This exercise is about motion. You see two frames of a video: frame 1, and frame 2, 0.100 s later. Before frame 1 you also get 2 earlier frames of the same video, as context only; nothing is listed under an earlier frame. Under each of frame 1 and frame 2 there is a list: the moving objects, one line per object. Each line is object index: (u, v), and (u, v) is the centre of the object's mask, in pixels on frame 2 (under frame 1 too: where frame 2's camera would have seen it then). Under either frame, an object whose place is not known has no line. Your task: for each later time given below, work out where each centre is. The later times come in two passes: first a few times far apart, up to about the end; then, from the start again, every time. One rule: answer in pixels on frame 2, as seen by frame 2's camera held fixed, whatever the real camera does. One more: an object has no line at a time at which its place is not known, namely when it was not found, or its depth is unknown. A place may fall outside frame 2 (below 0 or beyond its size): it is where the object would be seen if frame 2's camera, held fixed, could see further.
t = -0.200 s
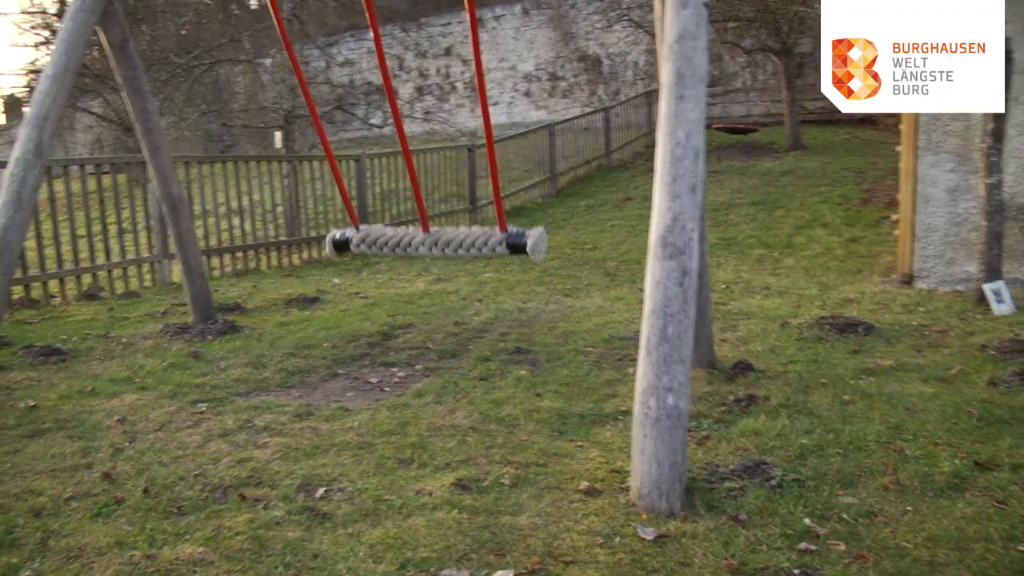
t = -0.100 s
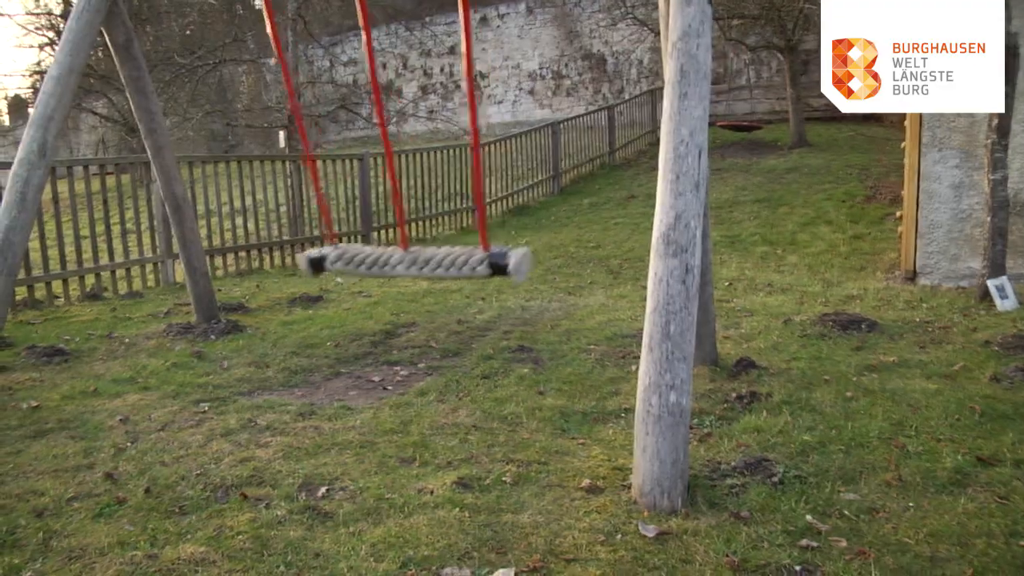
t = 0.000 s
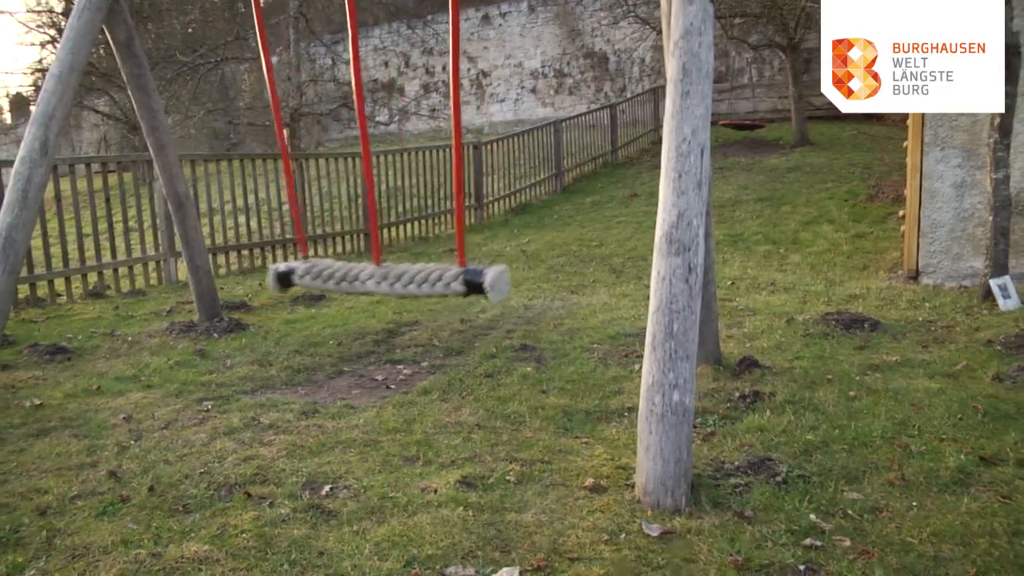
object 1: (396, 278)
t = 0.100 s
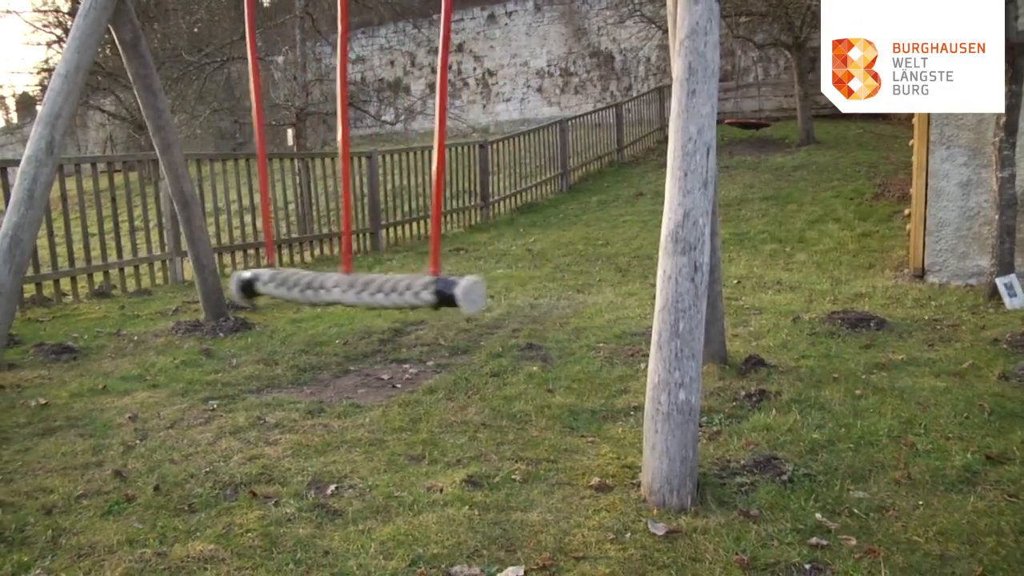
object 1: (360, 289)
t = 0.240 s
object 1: (300, 287)
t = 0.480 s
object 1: (193, 236)
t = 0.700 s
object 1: (135, 184)
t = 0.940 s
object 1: (137, 189)
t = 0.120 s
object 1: (351, 290)
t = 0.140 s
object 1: (342, 291)
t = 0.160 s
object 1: (333, 291)
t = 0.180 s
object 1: (326, 290)
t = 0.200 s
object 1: (317, 290)
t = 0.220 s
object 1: (309, 289)
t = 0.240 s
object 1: (300, 287)
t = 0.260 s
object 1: (291, 285)
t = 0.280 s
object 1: (281, 282)
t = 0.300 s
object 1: (273, 279)
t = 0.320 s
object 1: (263, 276)
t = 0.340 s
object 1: (255, 272)
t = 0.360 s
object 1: (247, 267)
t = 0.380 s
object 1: (238, 263)
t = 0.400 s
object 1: (228, 258)
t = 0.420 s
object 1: (218, 253)
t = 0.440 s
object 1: (209, 248)
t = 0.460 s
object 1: (201, 242)
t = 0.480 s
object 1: (193, 236)
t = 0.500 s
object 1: (186, 231)
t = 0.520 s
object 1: (179, 225)
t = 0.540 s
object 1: (173, 220)
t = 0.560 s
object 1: (166, 214)
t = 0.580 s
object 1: (160, 208)
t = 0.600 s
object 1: (154, 203)
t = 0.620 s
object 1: (148, 198)
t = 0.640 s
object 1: (143, 194)
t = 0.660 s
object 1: (140, 190)
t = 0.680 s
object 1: (138, 186)
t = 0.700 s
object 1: (135, 184)
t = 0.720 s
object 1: (132, 181)
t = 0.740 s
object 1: (130, 178)
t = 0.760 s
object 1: (129, 178)
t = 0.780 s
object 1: (128, 176)
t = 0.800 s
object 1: (127, 176)
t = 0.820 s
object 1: (126, 177)
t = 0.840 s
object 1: (127, 177)
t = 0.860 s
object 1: (128, 178)
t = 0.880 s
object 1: (129, 180)
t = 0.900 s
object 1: (131, 183)
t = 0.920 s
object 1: (134, 186)
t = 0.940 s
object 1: (137, 189)
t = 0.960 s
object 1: (142, 193)
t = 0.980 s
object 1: (147, 197)
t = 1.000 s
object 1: (153, 202)
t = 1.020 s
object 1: (160, 207)
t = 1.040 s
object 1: (166, 212)
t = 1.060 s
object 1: (173, 219)
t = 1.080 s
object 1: (177, 224)
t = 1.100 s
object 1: (185, 230)
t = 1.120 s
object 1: (192, 236)
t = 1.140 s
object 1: (201, 242)
